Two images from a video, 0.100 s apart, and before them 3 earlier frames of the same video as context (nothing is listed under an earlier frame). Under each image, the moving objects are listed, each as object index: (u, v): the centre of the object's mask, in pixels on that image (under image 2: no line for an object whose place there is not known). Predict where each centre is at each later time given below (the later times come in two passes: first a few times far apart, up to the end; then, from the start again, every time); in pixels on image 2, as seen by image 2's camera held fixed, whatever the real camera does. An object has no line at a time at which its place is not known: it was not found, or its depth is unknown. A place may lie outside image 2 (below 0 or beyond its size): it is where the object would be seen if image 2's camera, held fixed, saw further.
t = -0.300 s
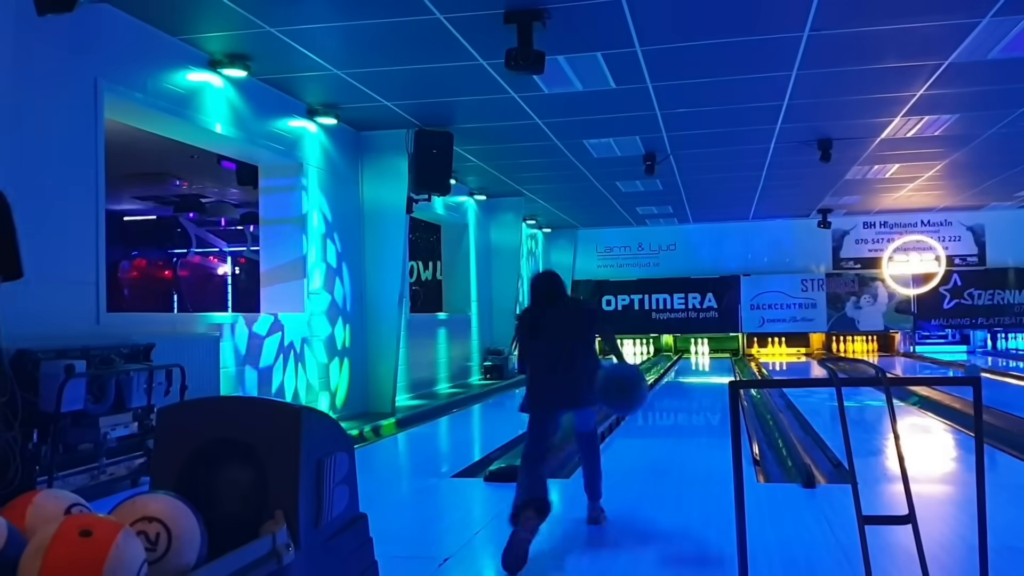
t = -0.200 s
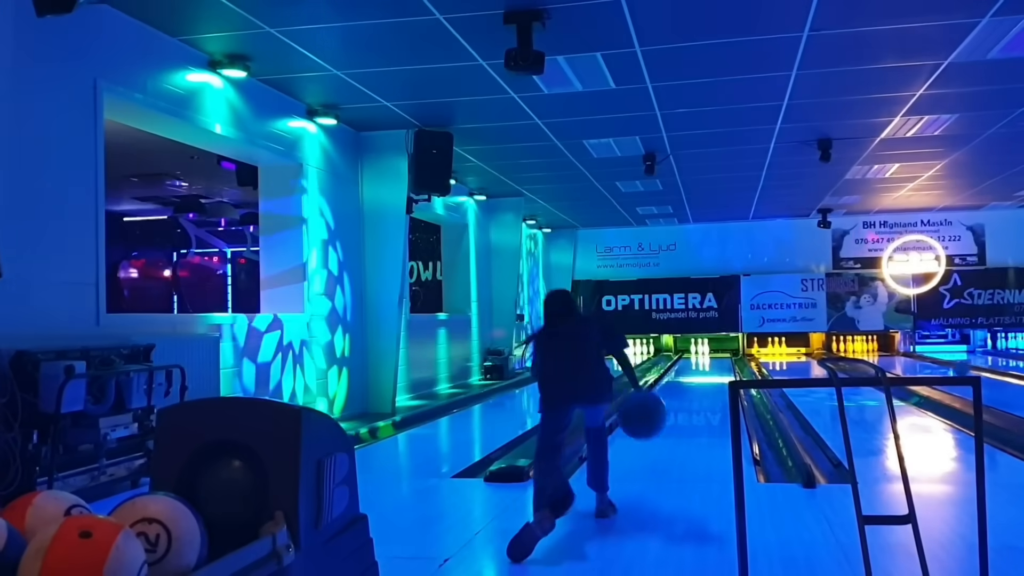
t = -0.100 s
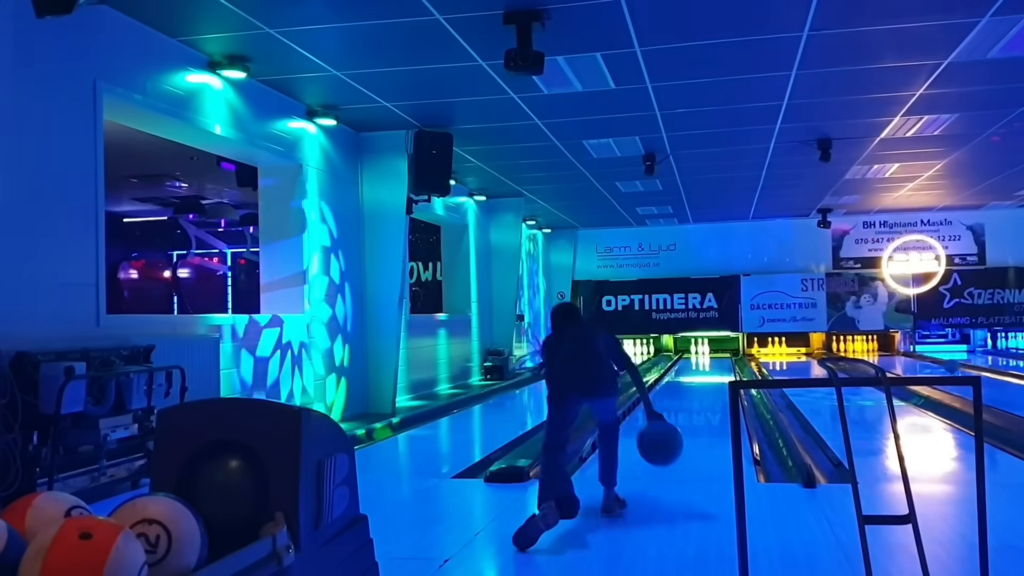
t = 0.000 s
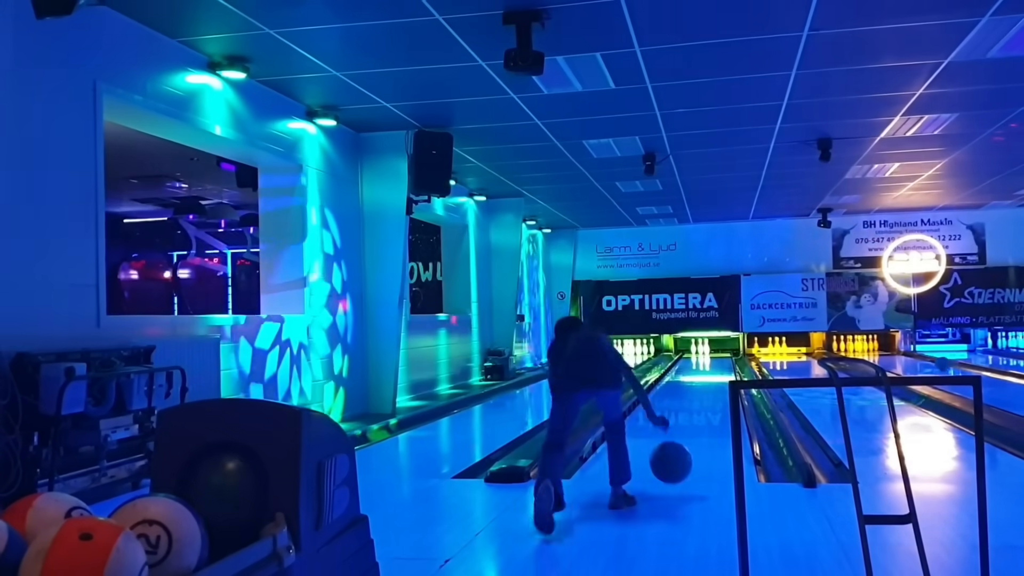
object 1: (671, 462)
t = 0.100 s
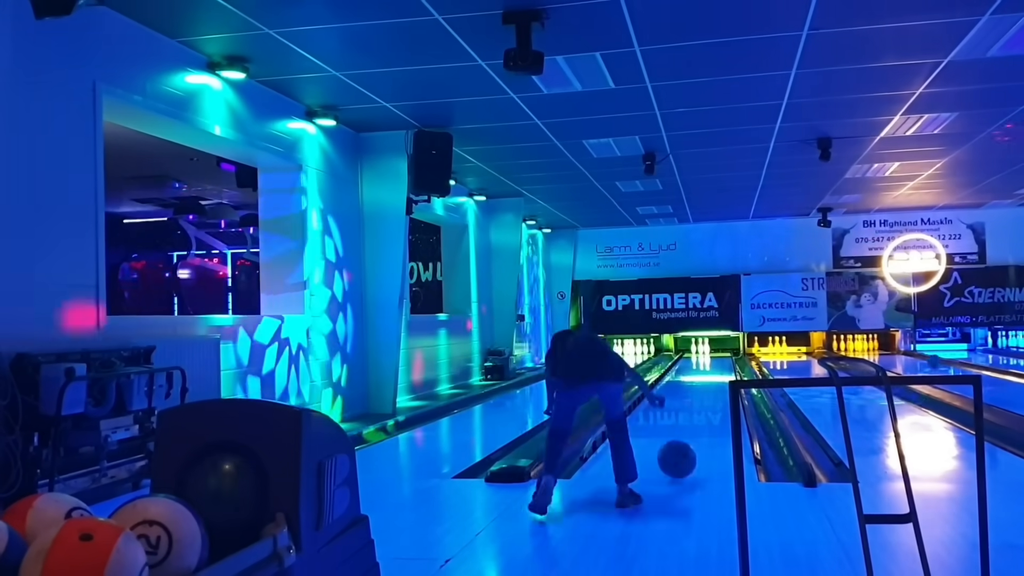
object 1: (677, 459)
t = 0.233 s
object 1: (683, 449)
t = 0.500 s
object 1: (691, 428)
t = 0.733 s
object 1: (696, 414)
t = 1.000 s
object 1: (701, 402)
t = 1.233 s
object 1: (704, 394)
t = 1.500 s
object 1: (706, 387)
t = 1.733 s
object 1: (708, 382)
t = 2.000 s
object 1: (709, 377)
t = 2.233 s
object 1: (710, 373)
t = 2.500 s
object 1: (711, 369)
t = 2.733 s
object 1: (712, 367)
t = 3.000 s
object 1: (712, 364)
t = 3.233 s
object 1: (712, 363)
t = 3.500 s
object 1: (713, 360)
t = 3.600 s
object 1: (713, 360)
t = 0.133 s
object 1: (678, 455)
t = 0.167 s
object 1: (680, 453)
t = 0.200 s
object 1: (681, 453)
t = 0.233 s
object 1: (683, 449)
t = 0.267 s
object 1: (684, 446)
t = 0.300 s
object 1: (685, 443)
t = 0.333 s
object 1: (686, 440)
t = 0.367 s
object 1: (687, 438)
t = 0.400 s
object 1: (688, 435)
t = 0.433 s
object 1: (689, 432)
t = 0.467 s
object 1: (690, 430)
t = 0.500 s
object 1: (691, 428)
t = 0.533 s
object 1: (692, 426)
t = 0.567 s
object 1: (692, 423)
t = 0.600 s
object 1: (693, 421)
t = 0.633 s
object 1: (694, 419)
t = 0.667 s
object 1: (695, 417)
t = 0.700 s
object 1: (695, 416)
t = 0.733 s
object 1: (696, 414)
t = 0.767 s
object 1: (697, 412)
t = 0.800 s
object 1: (697, 411)
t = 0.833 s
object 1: (698, 409)
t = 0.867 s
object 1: (699, 408)
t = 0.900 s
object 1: (699, 406)
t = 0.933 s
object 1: (700, 405)
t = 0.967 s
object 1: (700, 404)
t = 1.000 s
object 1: (701, 402)
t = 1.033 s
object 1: (701, 401)
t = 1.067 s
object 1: (702, 400)
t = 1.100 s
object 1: (702, 399)
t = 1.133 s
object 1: (702, 397)
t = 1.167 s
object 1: (703, 396)
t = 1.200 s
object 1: (703, 395)
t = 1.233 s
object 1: (704, 394)
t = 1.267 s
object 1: (704, 393)
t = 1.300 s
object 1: (704, 392)
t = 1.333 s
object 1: (704, 391)
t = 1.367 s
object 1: (705, 390)
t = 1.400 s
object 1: (705, 389)
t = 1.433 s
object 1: (706, 389)
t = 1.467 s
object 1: (706, 388)
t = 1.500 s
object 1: (706, 387)
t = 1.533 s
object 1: (706, 386)
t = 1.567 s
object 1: (707, 385)
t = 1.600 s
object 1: (707, 385)
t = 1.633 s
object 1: (707, 384)
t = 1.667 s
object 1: (707, 383)
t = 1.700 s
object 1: (707, 382)
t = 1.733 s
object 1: (708, 382)
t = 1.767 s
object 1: (708, 381)
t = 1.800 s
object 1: (708, 380)
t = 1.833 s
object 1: (708, 380)
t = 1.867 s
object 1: (709, 379)
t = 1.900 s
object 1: (709, 378)
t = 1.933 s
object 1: (709, 378)
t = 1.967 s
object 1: (709, 377)
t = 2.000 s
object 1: (709, 377)
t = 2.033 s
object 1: (709, 376)
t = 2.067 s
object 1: (709, 375)
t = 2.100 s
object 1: (710, 375)
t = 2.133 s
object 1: (710, 374)
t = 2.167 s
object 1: (710, 374)
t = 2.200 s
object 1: (710, 373)
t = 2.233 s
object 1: (710, 373)
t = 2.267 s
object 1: (710, 372)
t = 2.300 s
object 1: (710, 371)
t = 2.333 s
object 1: (710, 371)
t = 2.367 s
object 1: (710, 371)
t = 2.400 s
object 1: (711, 370)
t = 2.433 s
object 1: (711, 370)
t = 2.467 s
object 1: (711, 370)
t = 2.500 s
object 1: (711, 369)
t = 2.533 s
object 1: (711, 369)
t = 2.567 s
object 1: (711, 369)
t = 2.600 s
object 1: (711, 368)
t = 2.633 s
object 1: (712, 368)
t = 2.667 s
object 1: (712, 367)
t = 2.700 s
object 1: (712, 367)
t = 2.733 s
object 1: (712, 367)
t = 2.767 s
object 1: (712, 367)
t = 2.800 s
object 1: (712, 366)
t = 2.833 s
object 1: (712, 366)
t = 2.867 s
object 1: (712, 366)
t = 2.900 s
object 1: (712, 365)
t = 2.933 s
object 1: (712, 365)
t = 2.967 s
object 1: (712, 365)
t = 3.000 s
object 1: (712, 364)
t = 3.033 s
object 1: (712, 364)
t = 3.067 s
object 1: (712, 364)
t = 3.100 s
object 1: (712, 364)
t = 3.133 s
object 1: (712, 363)
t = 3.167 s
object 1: (712, 363)
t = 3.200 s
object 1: (713, 363)
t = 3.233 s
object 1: (712, 363)
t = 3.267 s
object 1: (713, 362)
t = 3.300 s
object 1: (712, 362)
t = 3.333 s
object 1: (712, 362)
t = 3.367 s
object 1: (713, 361)
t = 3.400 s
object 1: (713, 361)
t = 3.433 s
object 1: (713, 361)
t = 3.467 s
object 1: (713, 361)
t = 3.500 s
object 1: (713, 360)
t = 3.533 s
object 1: (713, 360)
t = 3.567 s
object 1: (713, 360)
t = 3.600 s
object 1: (713, 360)
